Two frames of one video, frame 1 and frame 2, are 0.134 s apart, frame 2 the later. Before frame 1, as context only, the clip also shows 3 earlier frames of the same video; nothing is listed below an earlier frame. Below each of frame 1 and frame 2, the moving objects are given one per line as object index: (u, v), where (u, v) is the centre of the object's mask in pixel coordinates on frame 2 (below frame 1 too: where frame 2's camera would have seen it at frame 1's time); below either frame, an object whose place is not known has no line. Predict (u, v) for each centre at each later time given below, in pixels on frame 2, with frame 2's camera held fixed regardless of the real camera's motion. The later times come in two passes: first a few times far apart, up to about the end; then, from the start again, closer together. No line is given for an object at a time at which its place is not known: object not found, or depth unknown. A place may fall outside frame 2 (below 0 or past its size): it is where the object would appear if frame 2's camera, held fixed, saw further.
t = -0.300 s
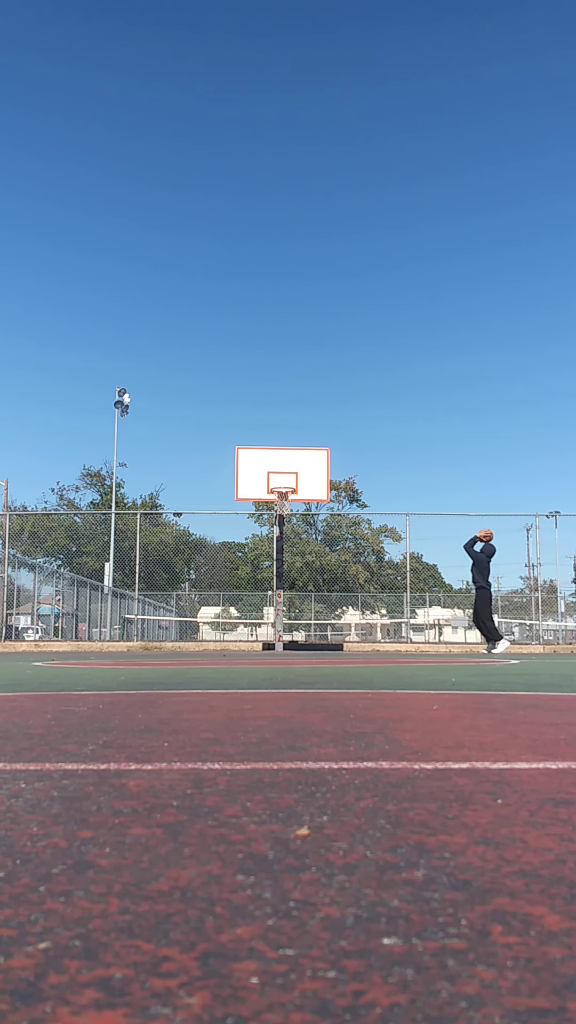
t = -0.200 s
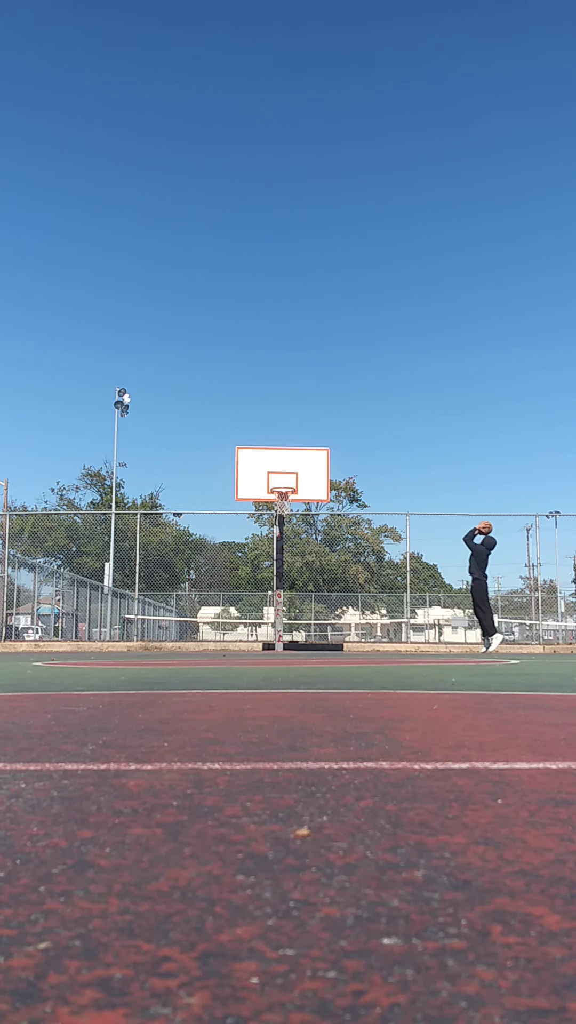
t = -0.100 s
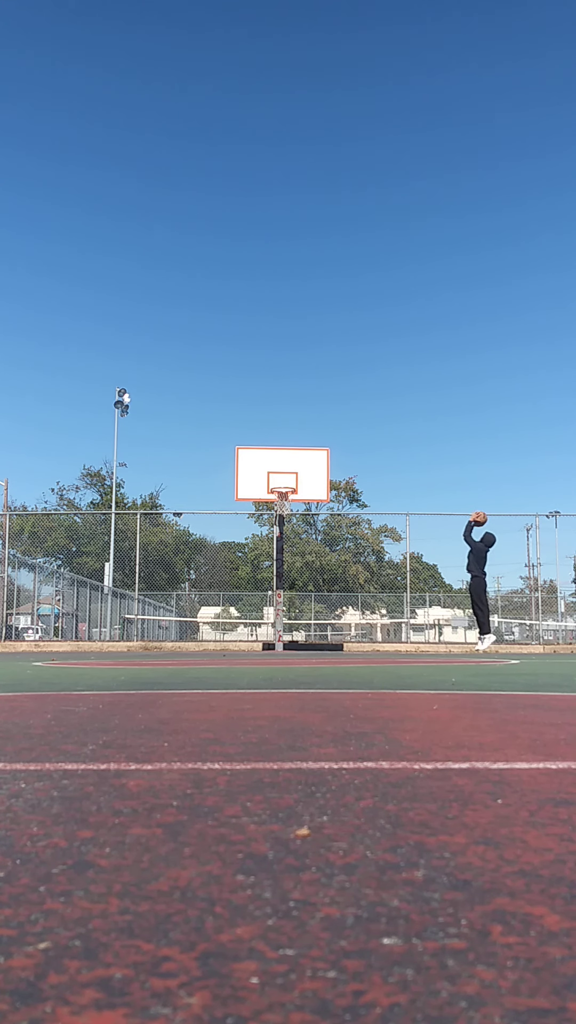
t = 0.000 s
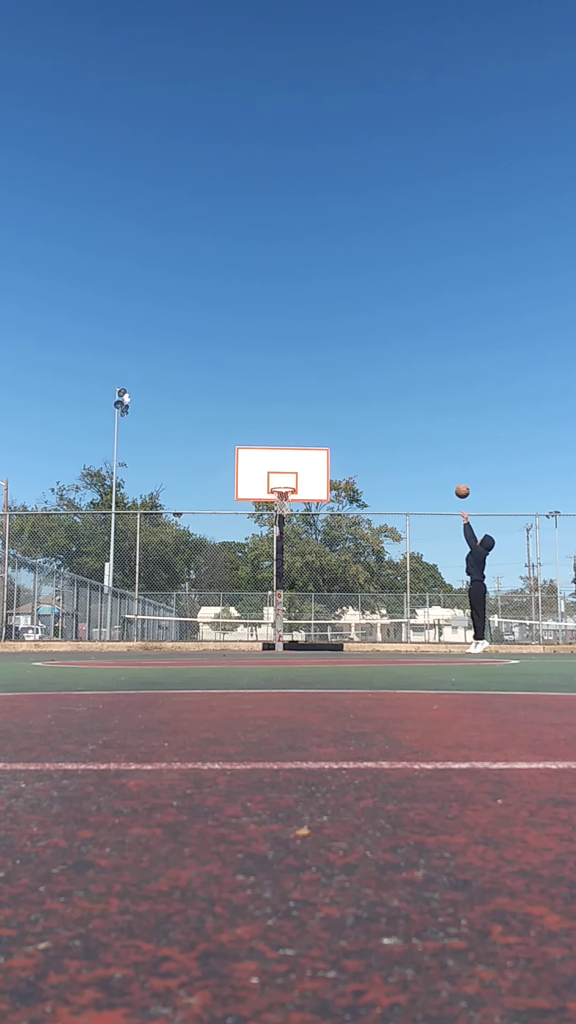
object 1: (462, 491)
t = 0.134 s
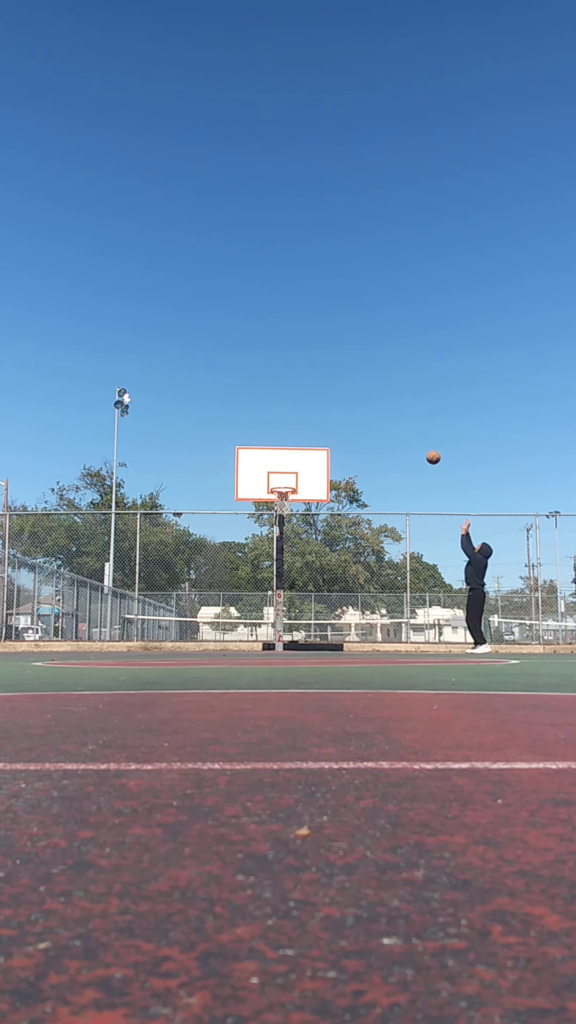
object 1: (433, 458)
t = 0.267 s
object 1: (406, 435)
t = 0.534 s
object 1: (357, 423)
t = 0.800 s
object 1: (312, 447)
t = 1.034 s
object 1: (283, 472)
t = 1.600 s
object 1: (263, 449)
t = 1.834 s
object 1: (256, 484)
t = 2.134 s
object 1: (249, 552)
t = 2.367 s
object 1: (244, 639)
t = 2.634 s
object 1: (235, 578)
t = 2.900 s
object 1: (226, 540)
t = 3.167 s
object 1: (217, 540)
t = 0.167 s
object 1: (426, 451)
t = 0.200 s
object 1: (419, 445)
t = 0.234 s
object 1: (413, 440)
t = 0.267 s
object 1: (406, 435)
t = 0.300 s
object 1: (399, 431)
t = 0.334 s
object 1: (393, 428)
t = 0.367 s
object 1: (387, 426)
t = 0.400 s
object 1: (381, 424)
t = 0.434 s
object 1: (374, 423)
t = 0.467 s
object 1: (369, 422)
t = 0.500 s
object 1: (363, 422)
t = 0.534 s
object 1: (357, 423)
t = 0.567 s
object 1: (351, 424)
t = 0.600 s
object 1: (345, 425)
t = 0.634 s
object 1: (340, 428)
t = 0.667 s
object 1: (334, 430)
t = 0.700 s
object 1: (329, 434)
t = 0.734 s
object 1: (323, 438)
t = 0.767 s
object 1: (318, 442)
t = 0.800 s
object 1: (312, 447)
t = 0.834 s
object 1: (307, 452)
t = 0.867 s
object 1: (302, 459)
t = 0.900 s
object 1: (297, 465)
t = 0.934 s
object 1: (292, 472)
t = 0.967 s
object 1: (286, 479)
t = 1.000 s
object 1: (284, 478)
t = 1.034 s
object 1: (283, 472)
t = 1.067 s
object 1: (282, 466)
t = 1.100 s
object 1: (281, 461)
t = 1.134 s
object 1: (280, 456)
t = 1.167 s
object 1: (278, 452)
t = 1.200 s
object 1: (277, 448)
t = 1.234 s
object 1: (276, 445)
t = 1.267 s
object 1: (275, 443)
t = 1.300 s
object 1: (274, 441)
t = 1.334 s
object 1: (272, 440)
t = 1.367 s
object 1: (271, 439)
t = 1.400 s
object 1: (270, 439)
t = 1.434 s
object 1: (269, 439)
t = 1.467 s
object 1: (268, 440)
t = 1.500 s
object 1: (267, 441)
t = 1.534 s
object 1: (265, 443)
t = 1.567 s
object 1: (264, 446)
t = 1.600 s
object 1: (263, 449)
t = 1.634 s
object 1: (262, 452)
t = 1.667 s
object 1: (261, 457)
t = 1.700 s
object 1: (260, 461)
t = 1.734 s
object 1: (259, 466)
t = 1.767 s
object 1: (258, 472)
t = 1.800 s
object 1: (257, 478)
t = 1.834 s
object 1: (256, 484)
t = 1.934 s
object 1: (254, 502)
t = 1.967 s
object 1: (253, 509)
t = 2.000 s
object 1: (252, 517)
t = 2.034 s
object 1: (251, 525)
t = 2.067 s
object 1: (250, 534)
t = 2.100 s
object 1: (250, 543)
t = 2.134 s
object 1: (249, 552)
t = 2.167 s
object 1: (249, 563)
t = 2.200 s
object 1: (247, 574)
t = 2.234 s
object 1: (247, 586)
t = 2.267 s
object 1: (246, 598)
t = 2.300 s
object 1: (245, 611)
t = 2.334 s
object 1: (244, 625)
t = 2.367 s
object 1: (244, 639)
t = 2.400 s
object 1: (243, 642)
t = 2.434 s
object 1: (241, 631)
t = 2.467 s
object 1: (241, 621)
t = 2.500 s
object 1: (239, 611)
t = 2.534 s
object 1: (238, 602)
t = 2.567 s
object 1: (237, 593)
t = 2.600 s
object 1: (236, 585)
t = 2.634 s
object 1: (235, 578)
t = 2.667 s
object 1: (234, 571)
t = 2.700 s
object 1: (233, 565)
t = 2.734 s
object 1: (231, 559)
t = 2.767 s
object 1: (230, 554)
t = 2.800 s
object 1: (229, 550)
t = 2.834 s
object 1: (228, 546)
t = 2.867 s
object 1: (227, 543)
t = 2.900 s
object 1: (226, 540)
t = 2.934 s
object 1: (225, 538)
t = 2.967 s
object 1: (224, 537)
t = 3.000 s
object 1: (223, 536)
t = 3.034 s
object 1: (222, 535)
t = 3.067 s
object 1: (221, 536)
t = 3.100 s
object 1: (220, 536)
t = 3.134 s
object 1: (219, 538)
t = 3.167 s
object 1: (217, 540)
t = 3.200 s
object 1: (216, 542)
